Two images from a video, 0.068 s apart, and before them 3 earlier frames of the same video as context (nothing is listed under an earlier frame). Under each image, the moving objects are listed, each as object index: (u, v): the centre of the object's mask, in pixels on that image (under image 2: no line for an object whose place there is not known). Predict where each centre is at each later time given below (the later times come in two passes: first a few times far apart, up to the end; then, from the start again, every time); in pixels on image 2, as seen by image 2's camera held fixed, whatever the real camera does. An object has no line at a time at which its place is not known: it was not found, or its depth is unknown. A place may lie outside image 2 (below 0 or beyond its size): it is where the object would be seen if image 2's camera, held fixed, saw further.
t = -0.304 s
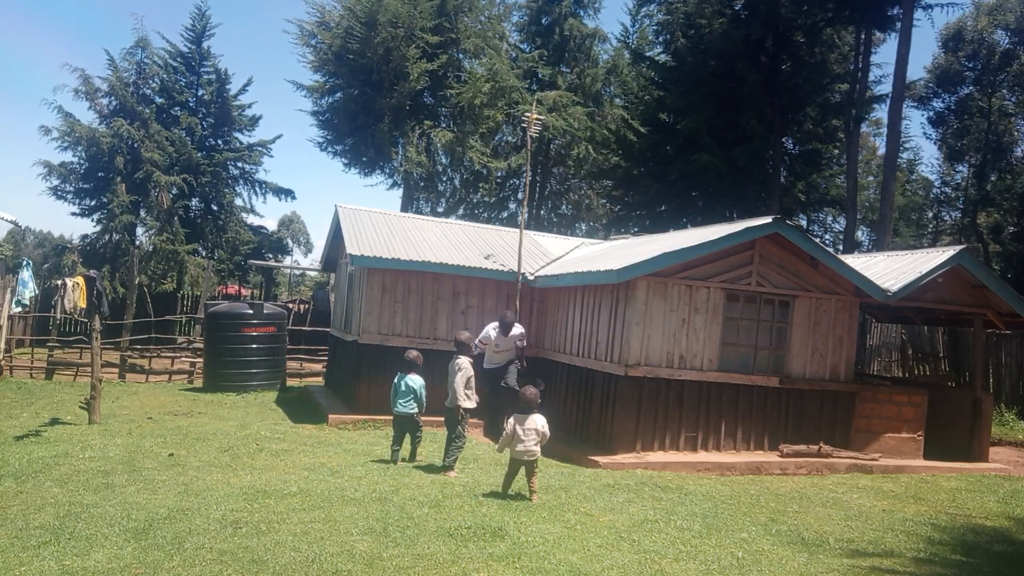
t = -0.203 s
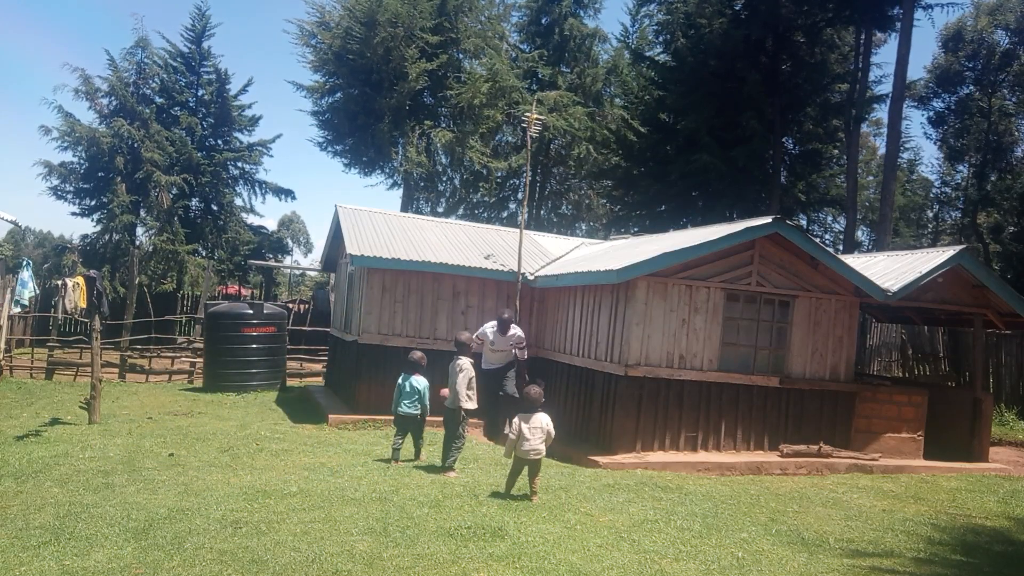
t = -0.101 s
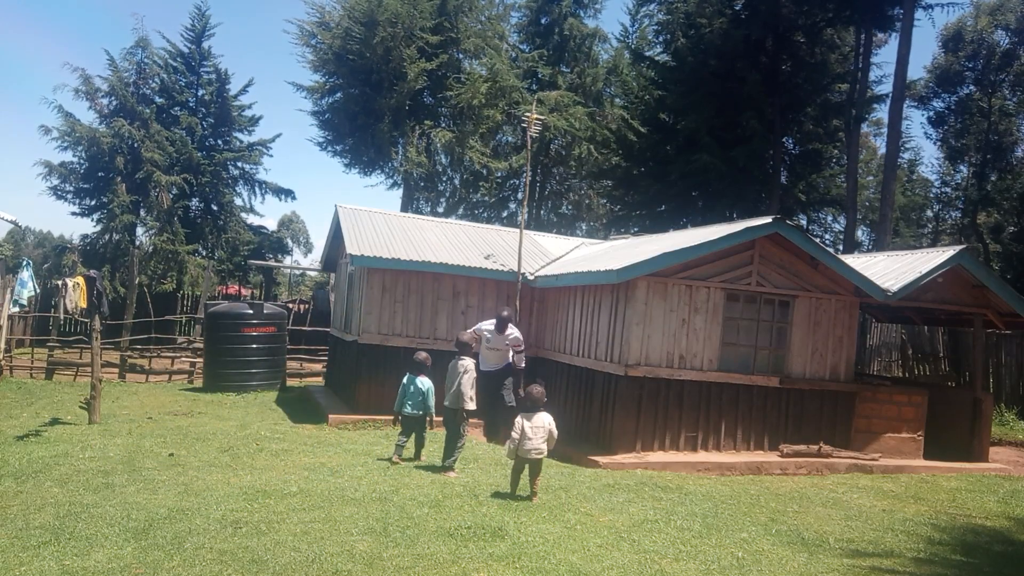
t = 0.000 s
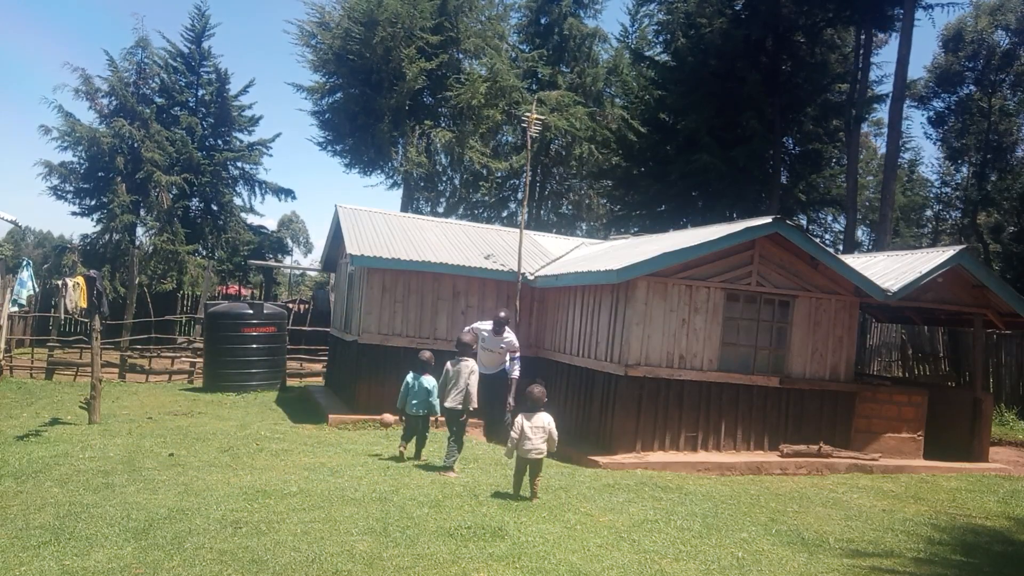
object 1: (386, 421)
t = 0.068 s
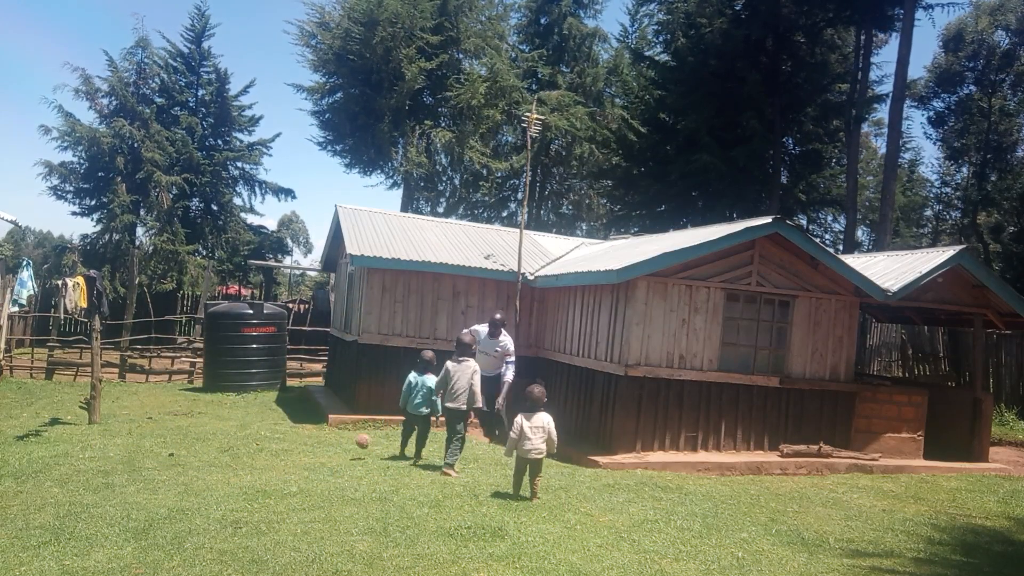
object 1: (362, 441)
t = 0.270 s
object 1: (319, 451)
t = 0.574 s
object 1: (254, 473)
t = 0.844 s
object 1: (185, 493)
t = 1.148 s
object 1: (108, 502)
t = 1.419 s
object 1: (41, 512)
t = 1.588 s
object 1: (6, 518)
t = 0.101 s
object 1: (350, 454)
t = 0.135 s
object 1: (343, 455)
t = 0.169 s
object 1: (337, 452)
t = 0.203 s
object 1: (331, 451)
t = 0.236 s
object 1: (325, 450)
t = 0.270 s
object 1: (319, 451)
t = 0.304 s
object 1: (311, 454)
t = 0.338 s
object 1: (305, 459)
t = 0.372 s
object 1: (298, 464)
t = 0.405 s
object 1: (290, 471)
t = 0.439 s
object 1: (282, 472)
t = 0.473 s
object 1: (276, 470)
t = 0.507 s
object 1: (269, 470)
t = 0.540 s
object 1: (263, 470)
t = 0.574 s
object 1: (254, 473)
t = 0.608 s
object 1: (246, 478)
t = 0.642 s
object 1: (238, 483)
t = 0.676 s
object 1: (229, 483)
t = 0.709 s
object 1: (221, 483)
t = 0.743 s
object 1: (212, 485)
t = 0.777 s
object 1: (202, 489)
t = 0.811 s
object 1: (193, 493)
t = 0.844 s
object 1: (185, 493)
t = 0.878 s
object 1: (177, 492)
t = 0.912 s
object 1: (169, 491)
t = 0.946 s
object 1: (161, 493)
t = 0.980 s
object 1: (151, 496)
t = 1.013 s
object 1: (142, 500)
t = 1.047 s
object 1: (134, 498)
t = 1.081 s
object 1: (126, 500)
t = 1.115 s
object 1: (117, 501)
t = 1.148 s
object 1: (108, 502)
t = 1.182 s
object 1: (100, 503)
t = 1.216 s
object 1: (91, 505)
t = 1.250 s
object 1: (82, 505)
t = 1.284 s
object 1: (73, 506)
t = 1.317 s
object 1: (65, 508)
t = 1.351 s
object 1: (57, 510)
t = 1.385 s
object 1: (50, 511)
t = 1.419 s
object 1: (41, 512)
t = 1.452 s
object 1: (33, 514)
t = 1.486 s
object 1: (26, 516)
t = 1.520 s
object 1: (18, 518)
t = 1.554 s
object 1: (10, 519)
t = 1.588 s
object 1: (6, 518)
